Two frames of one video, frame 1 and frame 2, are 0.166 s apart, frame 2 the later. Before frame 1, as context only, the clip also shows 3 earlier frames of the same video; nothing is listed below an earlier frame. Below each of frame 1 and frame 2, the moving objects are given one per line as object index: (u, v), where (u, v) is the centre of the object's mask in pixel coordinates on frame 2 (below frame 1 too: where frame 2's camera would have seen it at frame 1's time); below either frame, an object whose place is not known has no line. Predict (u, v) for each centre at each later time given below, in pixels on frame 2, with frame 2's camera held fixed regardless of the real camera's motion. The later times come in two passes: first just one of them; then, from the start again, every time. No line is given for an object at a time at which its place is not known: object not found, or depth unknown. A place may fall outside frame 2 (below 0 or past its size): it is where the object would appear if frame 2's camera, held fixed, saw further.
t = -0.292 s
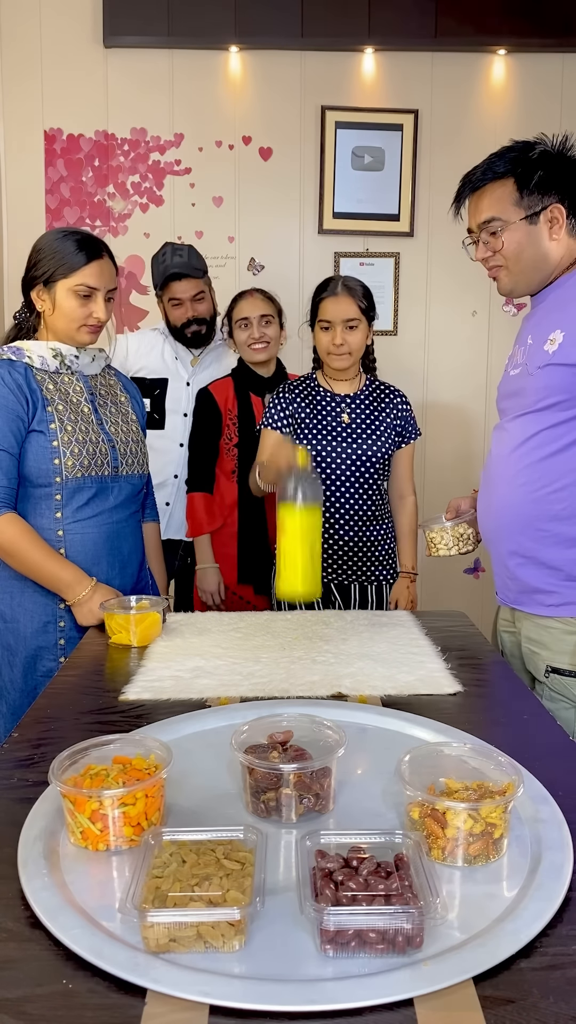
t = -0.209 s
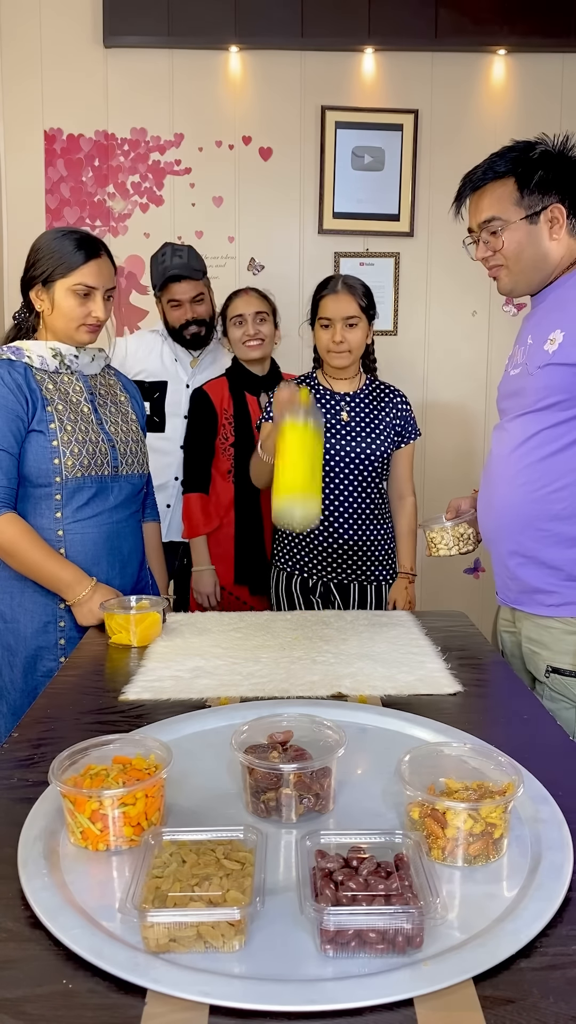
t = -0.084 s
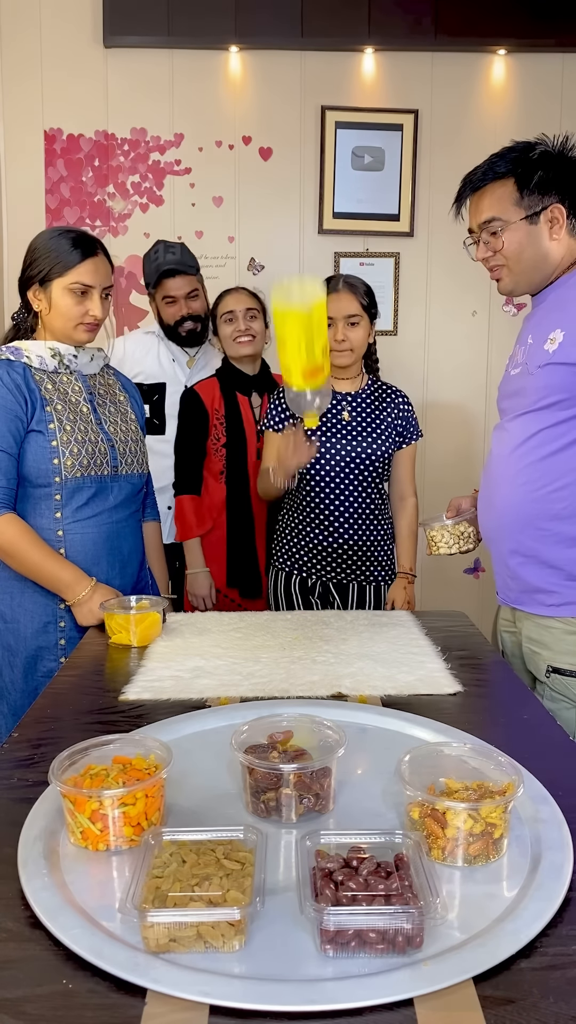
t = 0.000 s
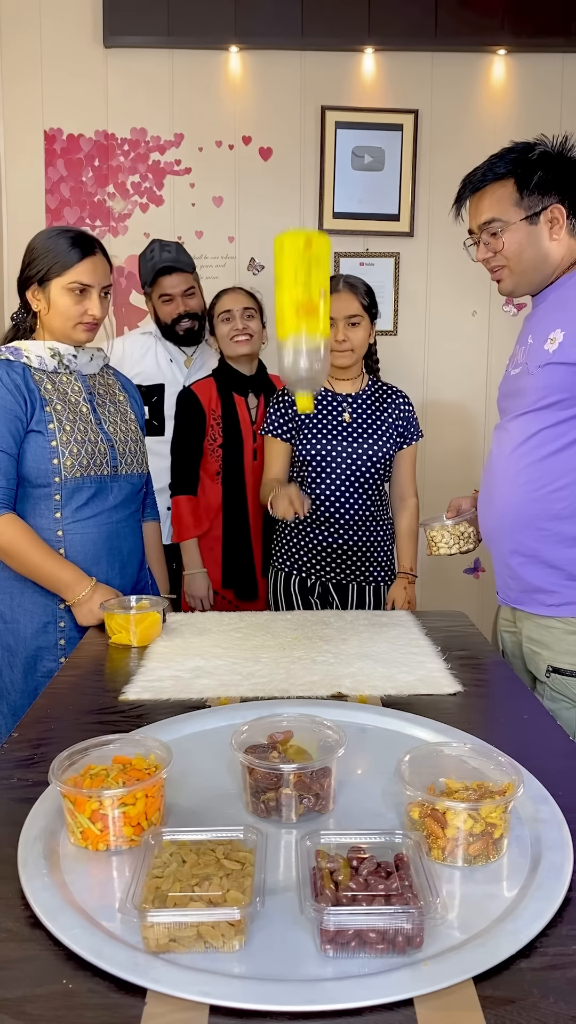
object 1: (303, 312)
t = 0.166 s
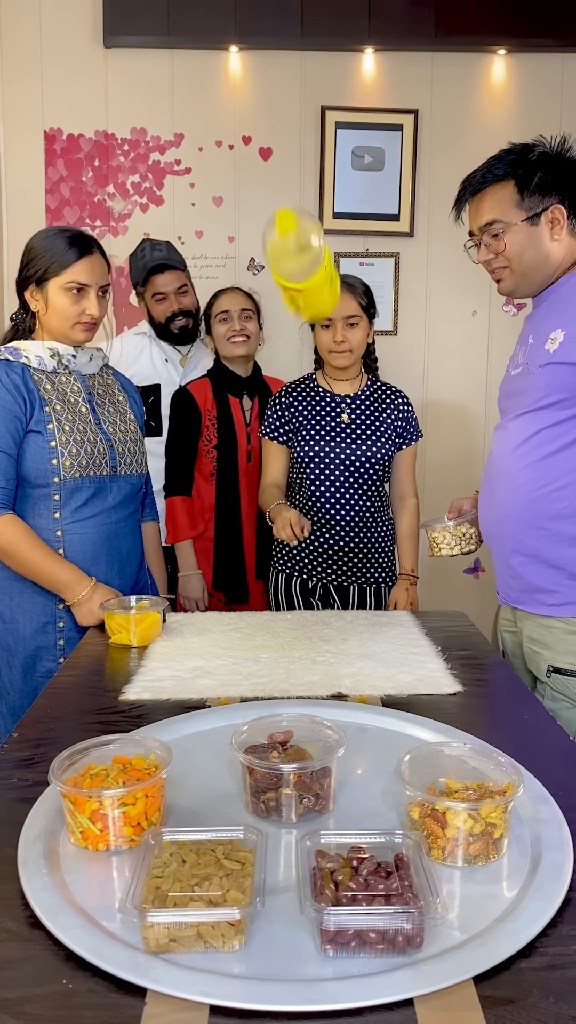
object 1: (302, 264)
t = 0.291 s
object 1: (304, 354)
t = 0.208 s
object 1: (302, 279)
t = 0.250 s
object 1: (302, 308)
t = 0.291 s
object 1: (304, 354)
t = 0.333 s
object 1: (306, 408)
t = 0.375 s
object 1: (307, 474)
